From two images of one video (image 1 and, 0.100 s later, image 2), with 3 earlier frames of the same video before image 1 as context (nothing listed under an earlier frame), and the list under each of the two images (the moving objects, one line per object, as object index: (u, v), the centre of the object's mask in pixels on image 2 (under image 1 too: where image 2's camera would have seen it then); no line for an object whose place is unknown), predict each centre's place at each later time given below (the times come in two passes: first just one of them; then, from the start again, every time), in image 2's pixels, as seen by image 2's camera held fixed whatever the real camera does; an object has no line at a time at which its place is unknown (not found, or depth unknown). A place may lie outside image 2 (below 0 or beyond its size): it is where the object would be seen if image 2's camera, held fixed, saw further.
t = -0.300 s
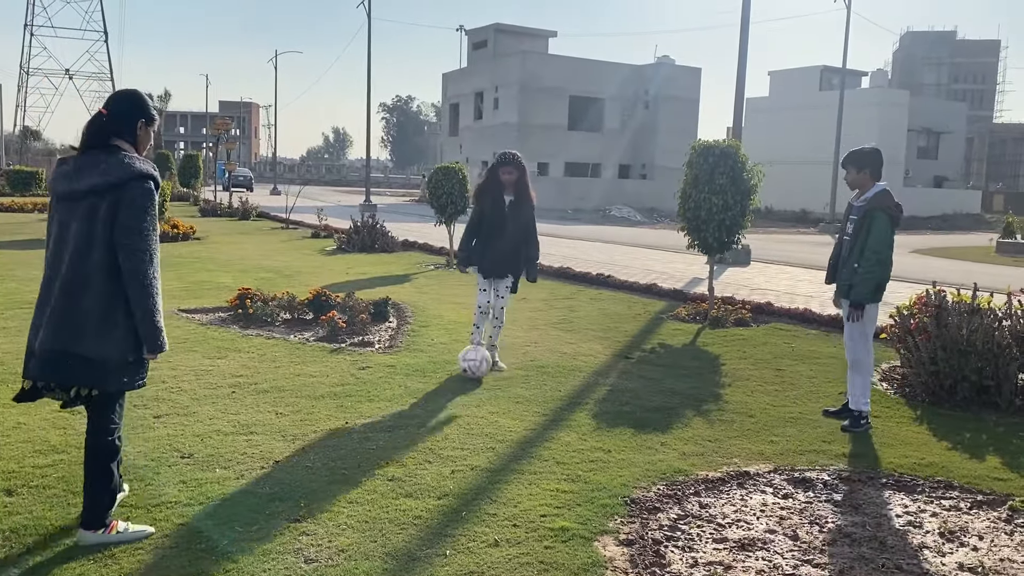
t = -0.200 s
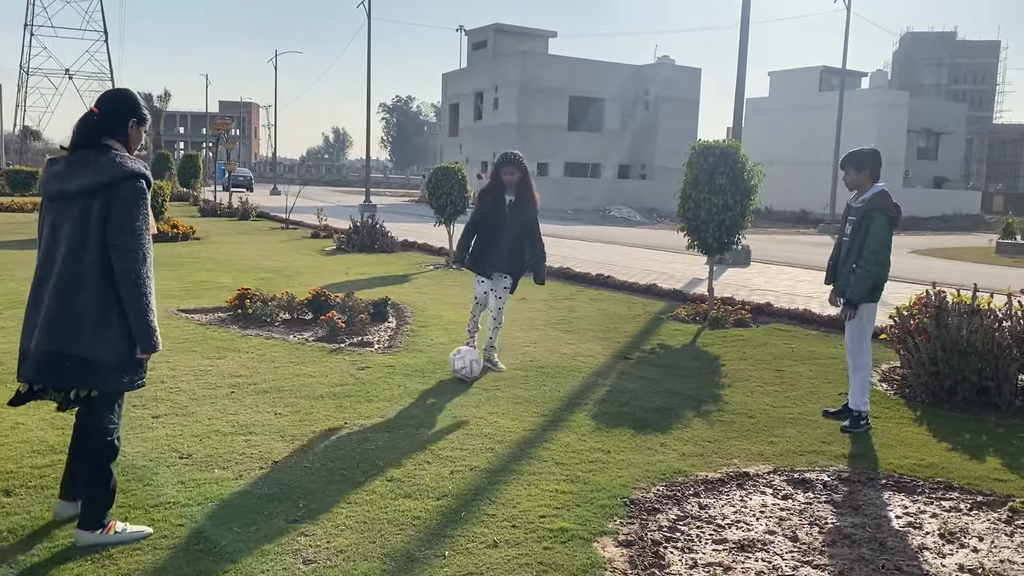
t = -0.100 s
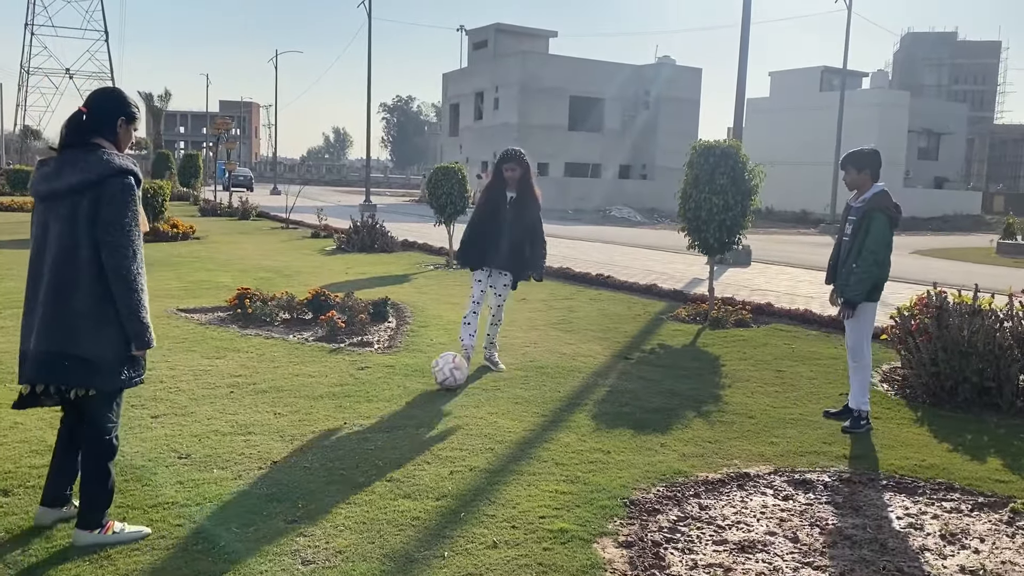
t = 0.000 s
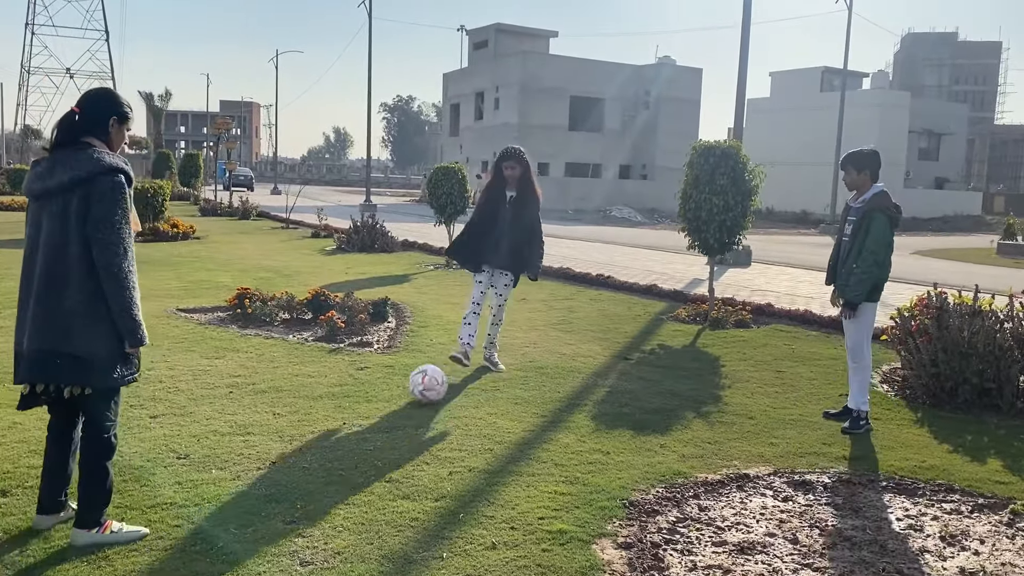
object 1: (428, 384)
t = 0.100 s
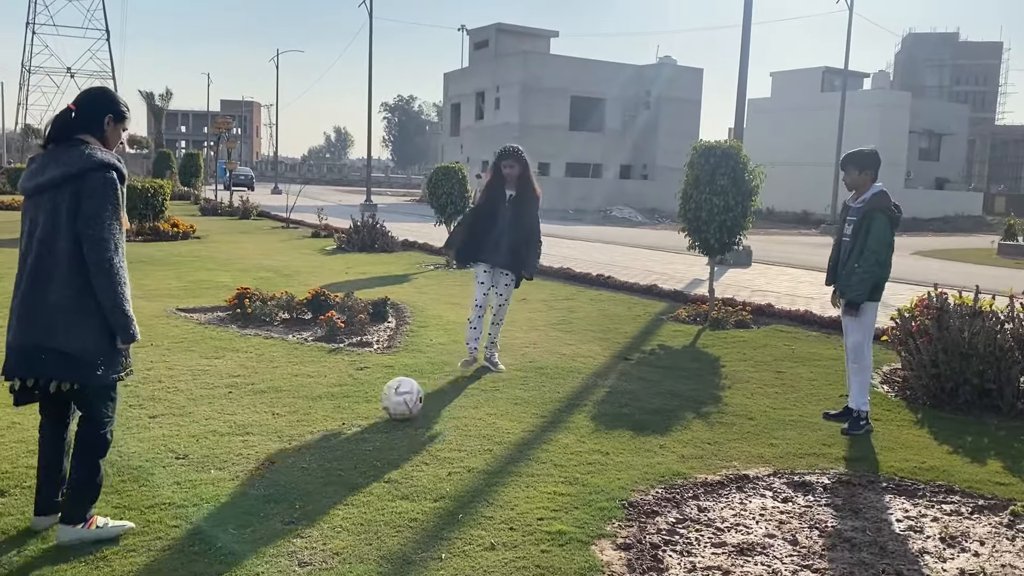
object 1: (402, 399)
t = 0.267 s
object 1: (361, 418)
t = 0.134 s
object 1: (395, 402)
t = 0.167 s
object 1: (387, 405)
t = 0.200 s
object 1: (379, 410)
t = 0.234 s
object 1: (368, 417)
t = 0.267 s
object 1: (361, 418)
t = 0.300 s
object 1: (354, 421)
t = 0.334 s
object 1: (347, 426)
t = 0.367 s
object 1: (340, 433)
